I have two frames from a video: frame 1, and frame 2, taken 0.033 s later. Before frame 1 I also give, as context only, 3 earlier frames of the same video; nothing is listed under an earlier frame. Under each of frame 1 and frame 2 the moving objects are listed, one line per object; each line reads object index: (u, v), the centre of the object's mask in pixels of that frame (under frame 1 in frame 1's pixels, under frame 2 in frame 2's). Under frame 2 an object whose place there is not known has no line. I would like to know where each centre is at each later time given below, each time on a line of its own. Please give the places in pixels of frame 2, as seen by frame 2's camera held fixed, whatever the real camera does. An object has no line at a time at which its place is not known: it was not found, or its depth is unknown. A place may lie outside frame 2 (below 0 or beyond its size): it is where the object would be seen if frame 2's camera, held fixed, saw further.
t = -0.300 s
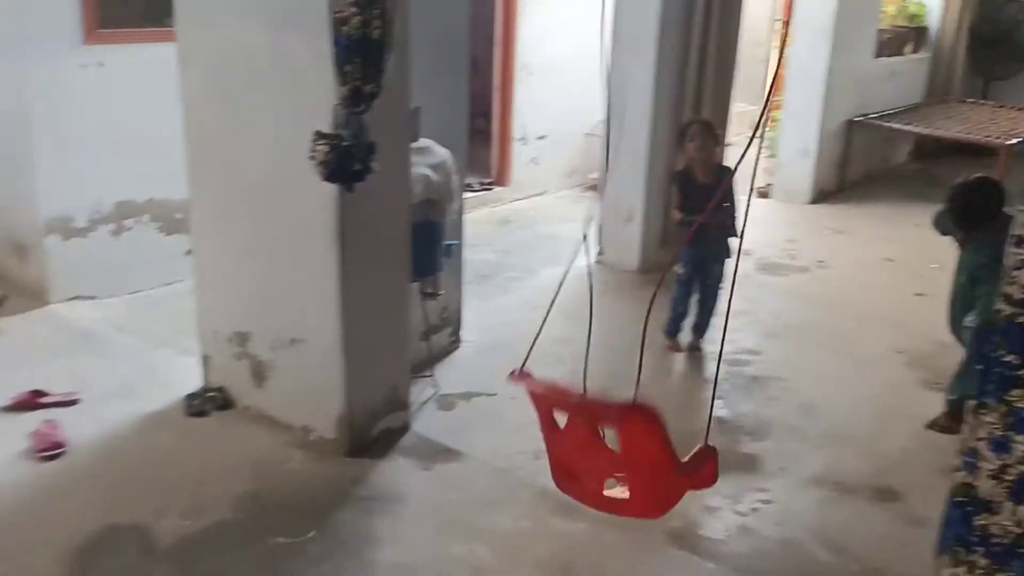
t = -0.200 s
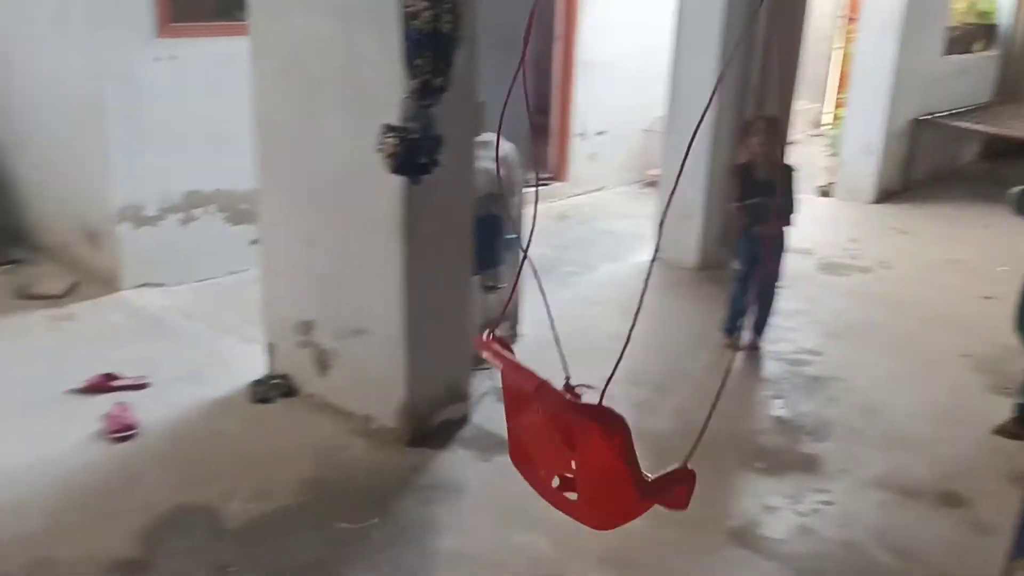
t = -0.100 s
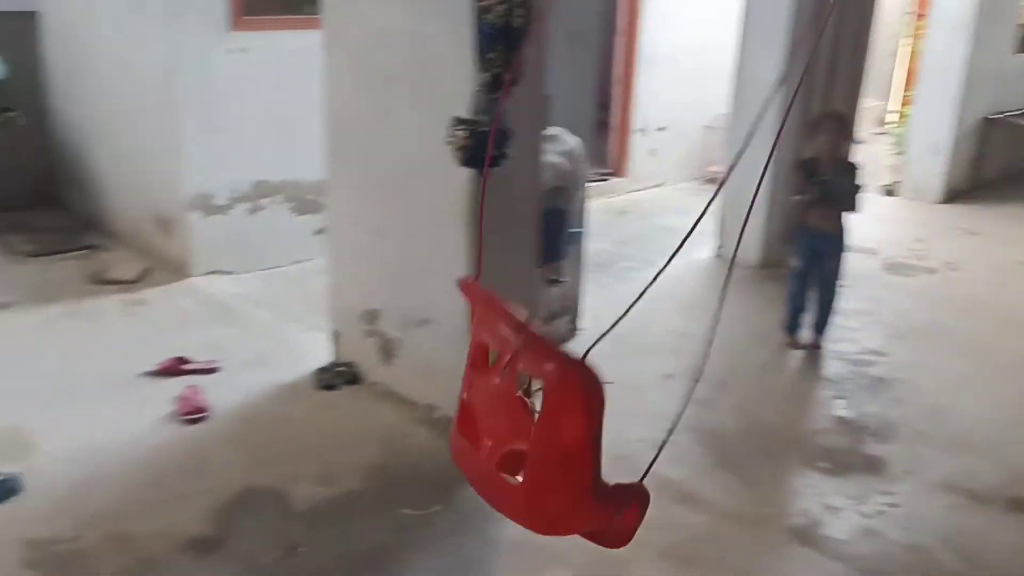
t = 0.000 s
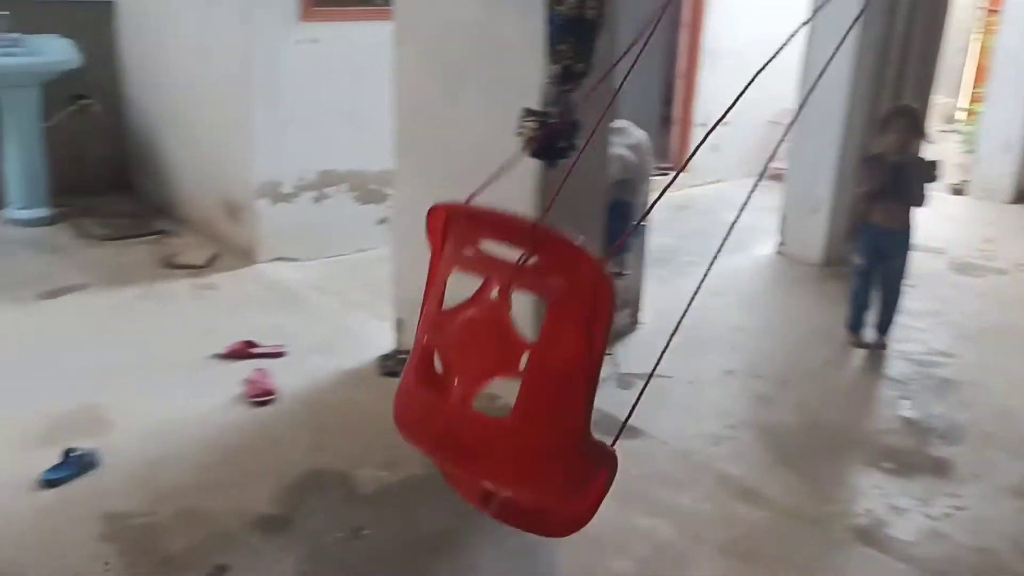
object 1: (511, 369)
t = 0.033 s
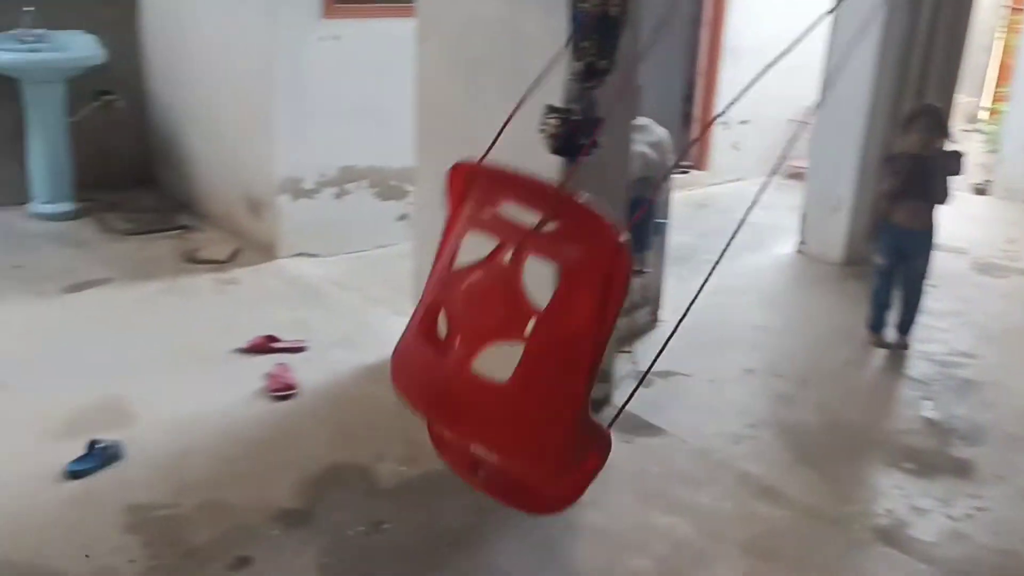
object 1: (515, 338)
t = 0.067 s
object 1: (503, 307)
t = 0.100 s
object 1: (490, 279)
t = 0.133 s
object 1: (477, 255)
